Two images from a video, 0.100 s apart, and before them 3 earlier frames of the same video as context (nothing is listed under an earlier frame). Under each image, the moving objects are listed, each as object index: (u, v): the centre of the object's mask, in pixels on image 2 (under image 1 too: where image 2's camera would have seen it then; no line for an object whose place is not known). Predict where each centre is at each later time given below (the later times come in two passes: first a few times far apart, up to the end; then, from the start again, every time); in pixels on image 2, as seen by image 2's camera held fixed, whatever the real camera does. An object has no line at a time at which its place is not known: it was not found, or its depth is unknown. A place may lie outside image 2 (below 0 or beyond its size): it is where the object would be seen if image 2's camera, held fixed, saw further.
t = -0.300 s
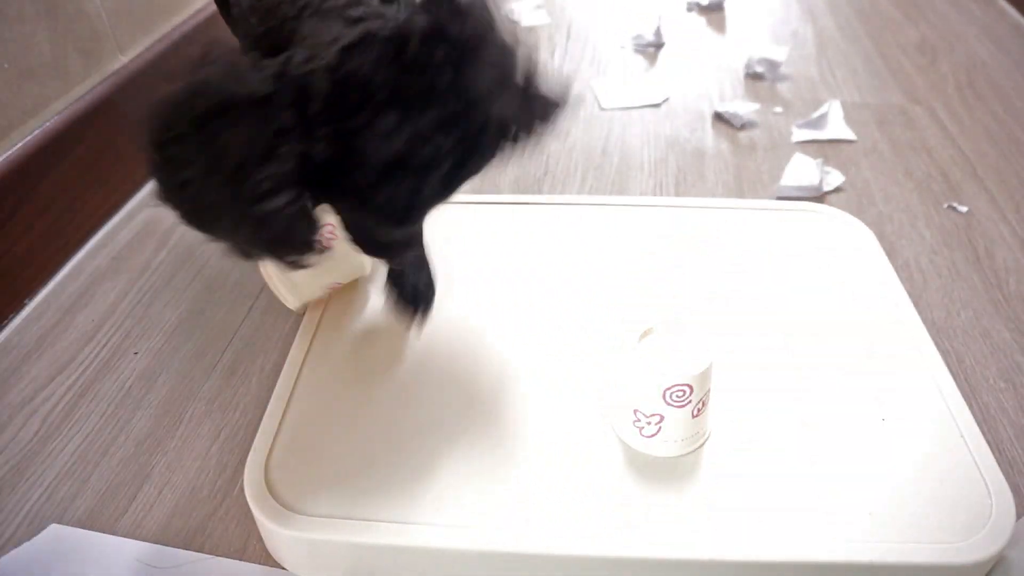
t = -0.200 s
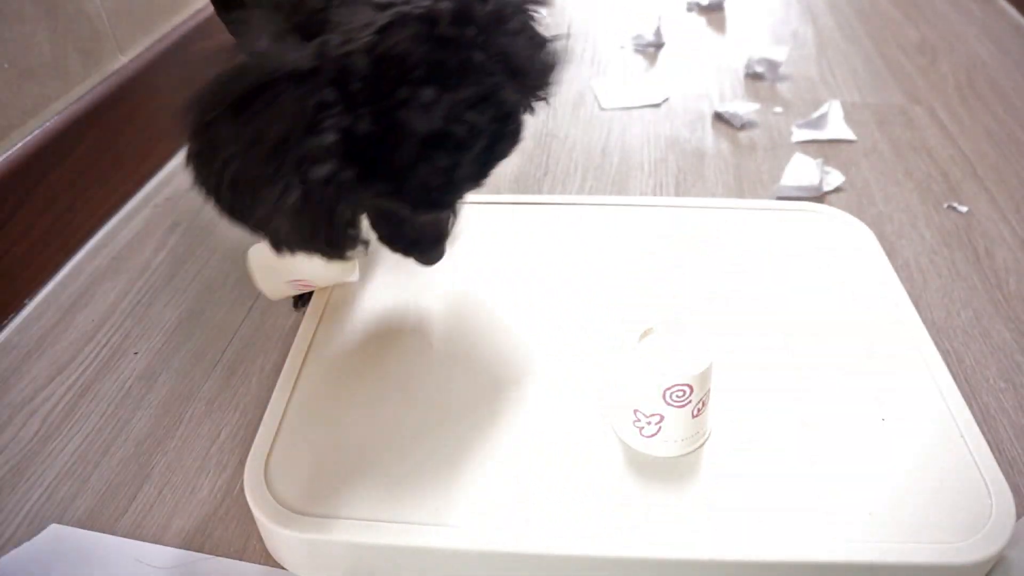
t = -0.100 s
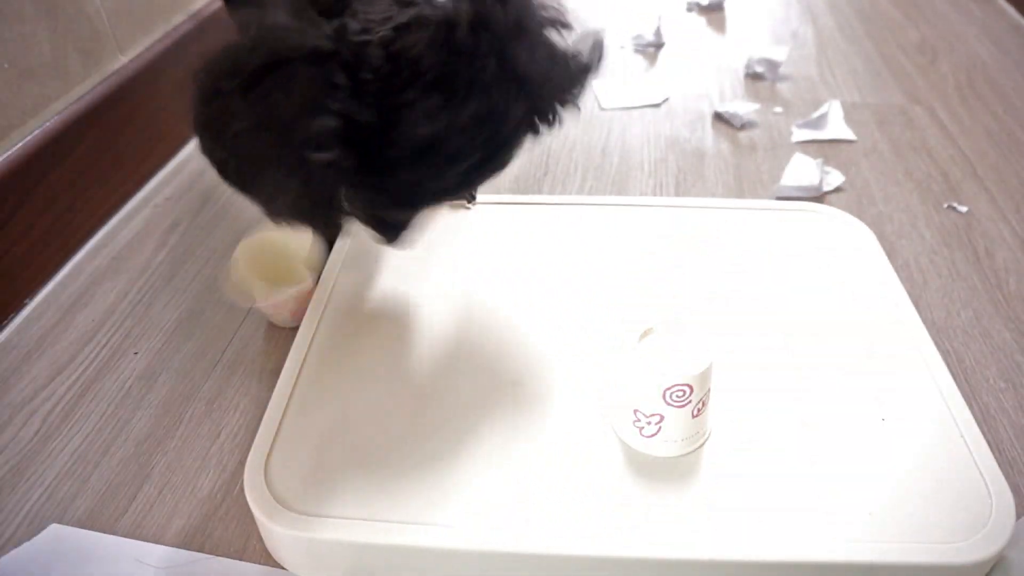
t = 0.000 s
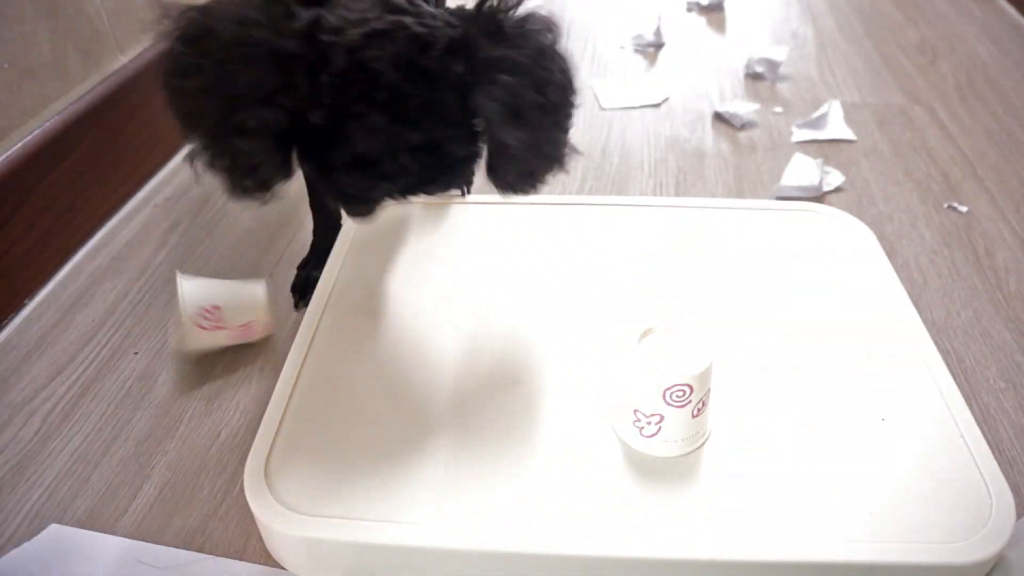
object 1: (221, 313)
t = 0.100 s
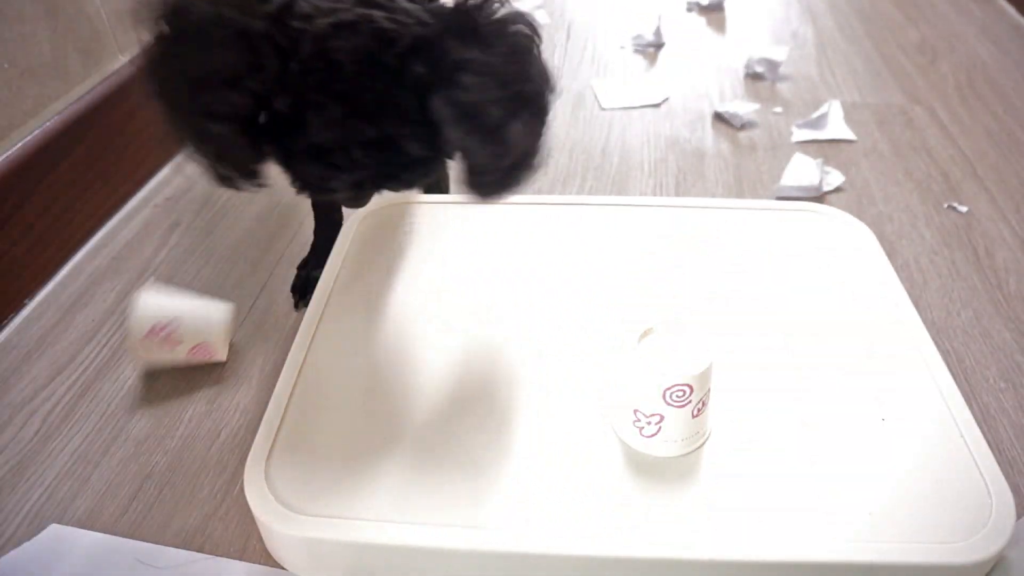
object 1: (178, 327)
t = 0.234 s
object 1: (157, 345)
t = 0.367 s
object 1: (154, 357)
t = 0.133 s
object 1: (168, 333)
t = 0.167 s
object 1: (163, 336)
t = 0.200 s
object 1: (159, 341)
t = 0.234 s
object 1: (157, 345)
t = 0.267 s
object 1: (155, 348)
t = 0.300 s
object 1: (155, 351)
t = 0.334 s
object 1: (155, 354)
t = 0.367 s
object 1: (154, 357)
